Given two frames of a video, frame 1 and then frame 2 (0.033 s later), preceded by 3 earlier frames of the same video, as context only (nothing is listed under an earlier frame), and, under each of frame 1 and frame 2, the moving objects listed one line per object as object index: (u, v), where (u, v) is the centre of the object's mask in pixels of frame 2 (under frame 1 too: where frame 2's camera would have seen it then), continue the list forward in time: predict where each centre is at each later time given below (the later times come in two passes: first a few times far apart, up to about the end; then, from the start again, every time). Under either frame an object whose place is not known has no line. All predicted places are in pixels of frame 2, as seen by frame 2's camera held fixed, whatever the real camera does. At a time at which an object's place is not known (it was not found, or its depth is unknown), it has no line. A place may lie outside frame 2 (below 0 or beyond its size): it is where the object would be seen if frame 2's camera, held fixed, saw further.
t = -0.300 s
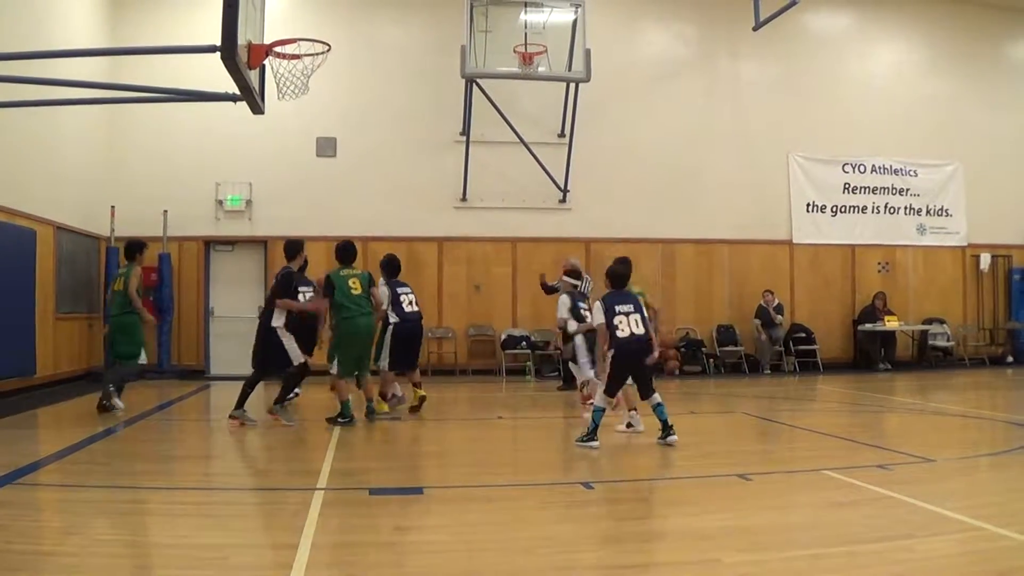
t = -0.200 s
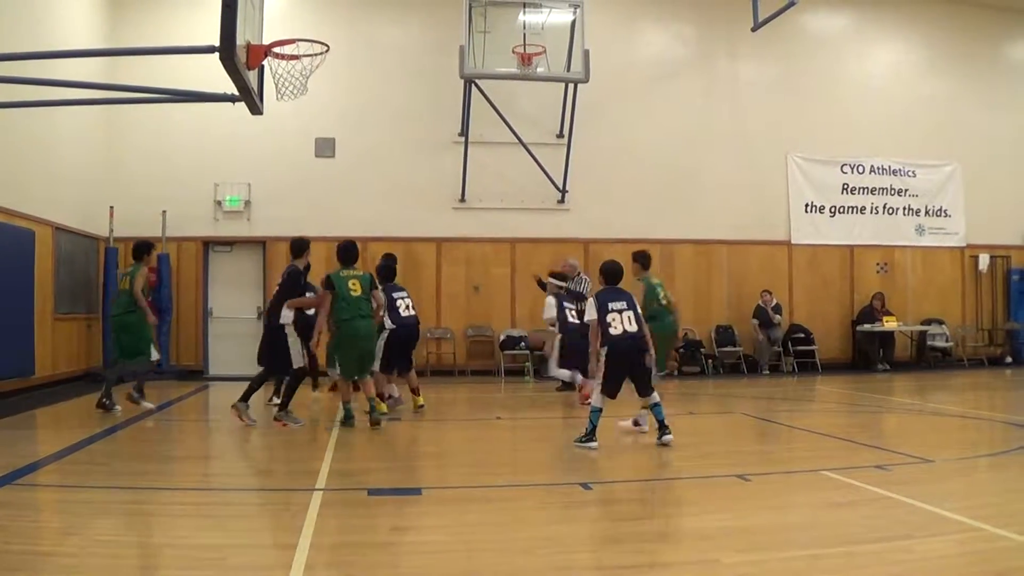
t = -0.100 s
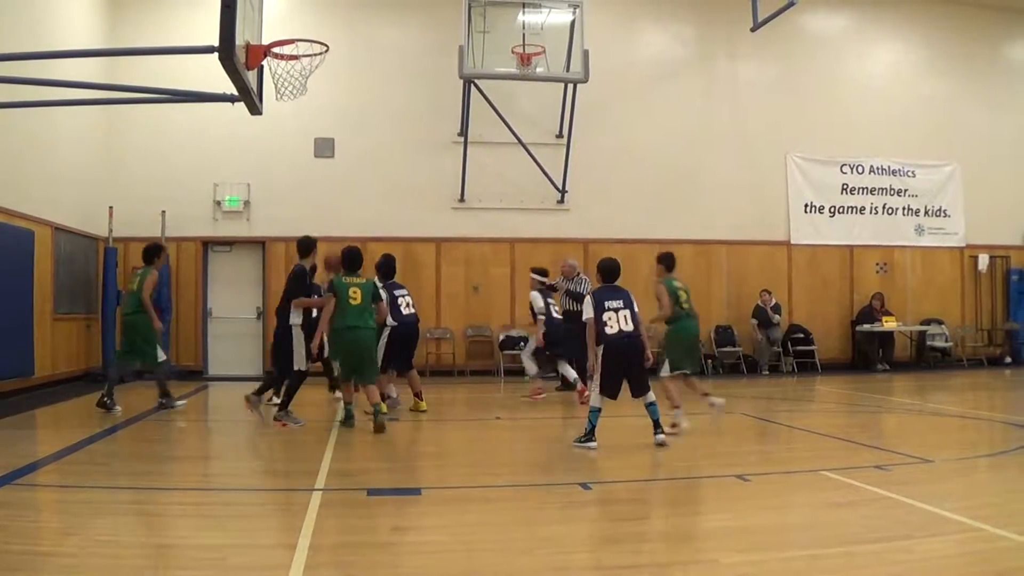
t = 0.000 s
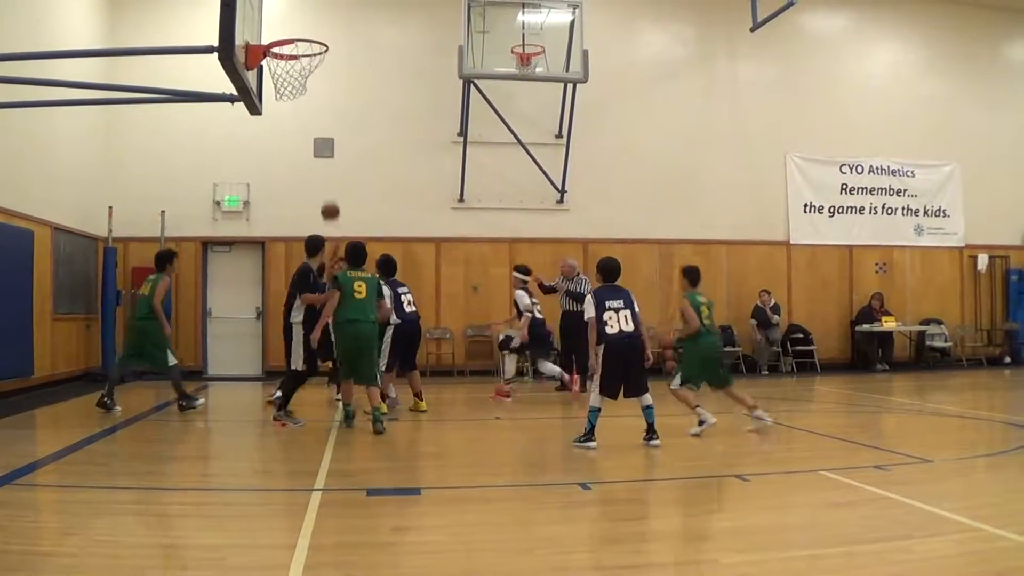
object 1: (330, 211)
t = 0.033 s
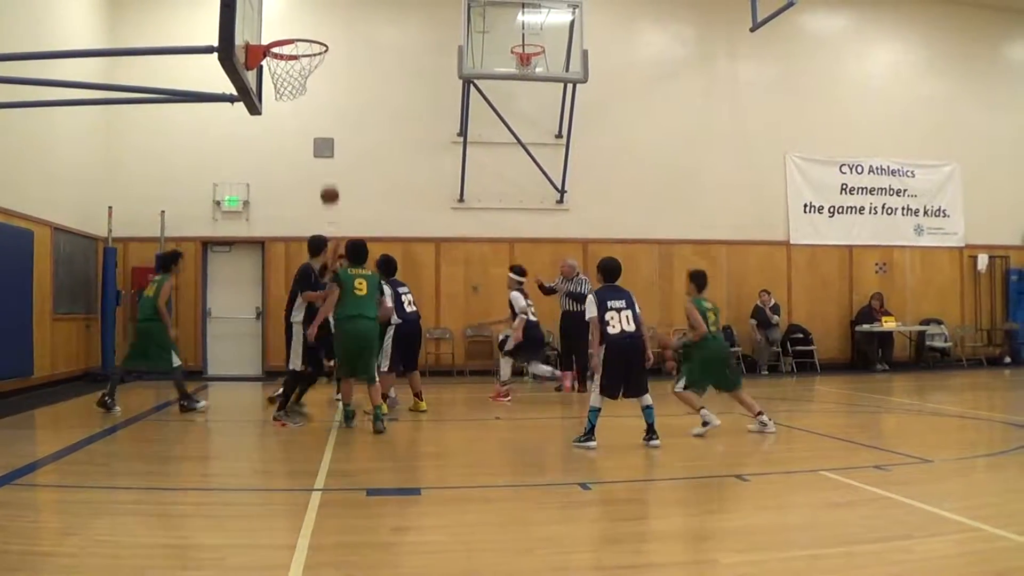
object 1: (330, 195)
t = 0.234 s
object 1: (326, 108)
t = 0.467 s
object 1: (320, 37)
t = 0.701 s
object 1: (313, 8)
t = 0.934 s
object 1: (301, 25)
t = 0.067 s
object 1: (329, 179)
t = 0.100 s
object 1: (328, 164)
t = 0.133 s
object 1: (328, 150)
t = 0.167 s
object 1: (327, 135)
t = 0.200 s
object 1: (327, 121)
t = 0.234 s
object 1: (326, 108)
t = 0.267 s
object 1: (325, 96)
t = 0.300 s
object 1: (324, 84)
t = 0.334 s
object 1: (323, 73)
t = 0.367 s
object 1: (323, 64)
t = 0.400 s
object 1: (322, 54)
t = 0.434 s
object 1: (321, 45)
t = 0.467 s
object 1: (320, 37)
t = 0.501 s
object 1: (320, 30)
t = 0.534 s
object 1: (318, 24)
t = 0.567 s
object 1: (317, 18)
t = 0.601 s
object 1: (316, 13)
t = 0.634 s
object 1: (315, 11)
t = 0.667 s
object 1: (314, 9)
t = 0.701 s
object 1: (313, 8)
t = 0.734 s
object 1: (311, 8)
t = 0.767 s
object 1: (310, 8)
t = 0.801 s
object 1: (308, 9)
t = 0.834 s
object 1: (307, 11)
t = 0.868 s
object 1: (305, 13)
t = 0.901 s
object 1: (303, 19)
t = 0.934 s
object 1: (301, 25)
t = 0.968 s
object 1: (300, 33)
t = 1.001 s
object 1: (298, 43)
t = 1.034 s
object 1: (295, 32)
